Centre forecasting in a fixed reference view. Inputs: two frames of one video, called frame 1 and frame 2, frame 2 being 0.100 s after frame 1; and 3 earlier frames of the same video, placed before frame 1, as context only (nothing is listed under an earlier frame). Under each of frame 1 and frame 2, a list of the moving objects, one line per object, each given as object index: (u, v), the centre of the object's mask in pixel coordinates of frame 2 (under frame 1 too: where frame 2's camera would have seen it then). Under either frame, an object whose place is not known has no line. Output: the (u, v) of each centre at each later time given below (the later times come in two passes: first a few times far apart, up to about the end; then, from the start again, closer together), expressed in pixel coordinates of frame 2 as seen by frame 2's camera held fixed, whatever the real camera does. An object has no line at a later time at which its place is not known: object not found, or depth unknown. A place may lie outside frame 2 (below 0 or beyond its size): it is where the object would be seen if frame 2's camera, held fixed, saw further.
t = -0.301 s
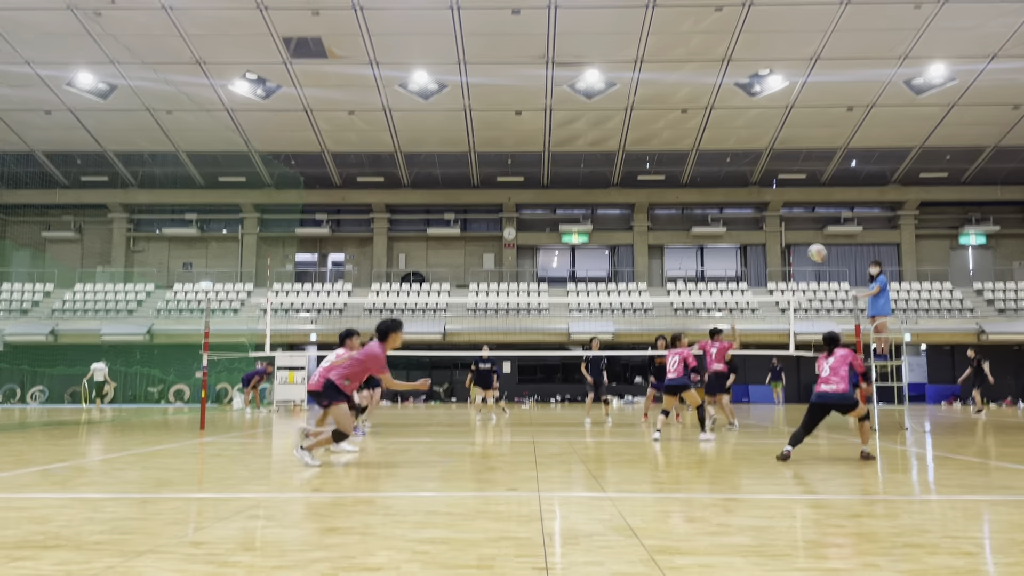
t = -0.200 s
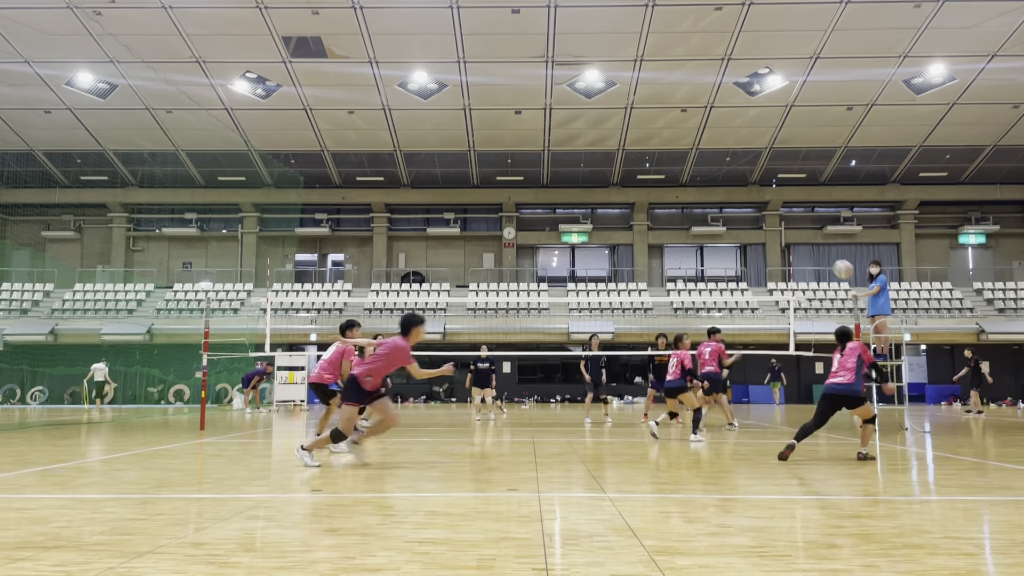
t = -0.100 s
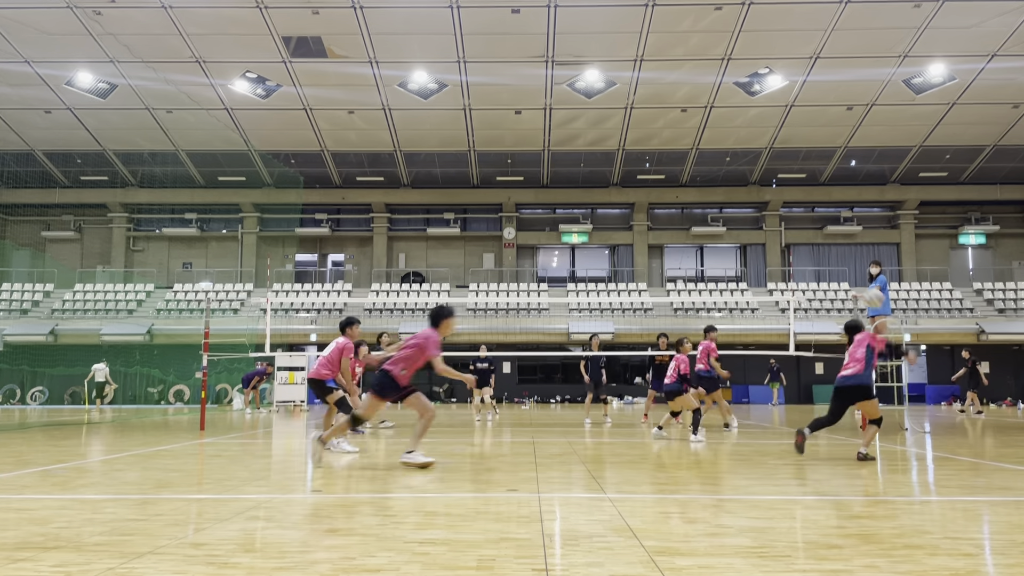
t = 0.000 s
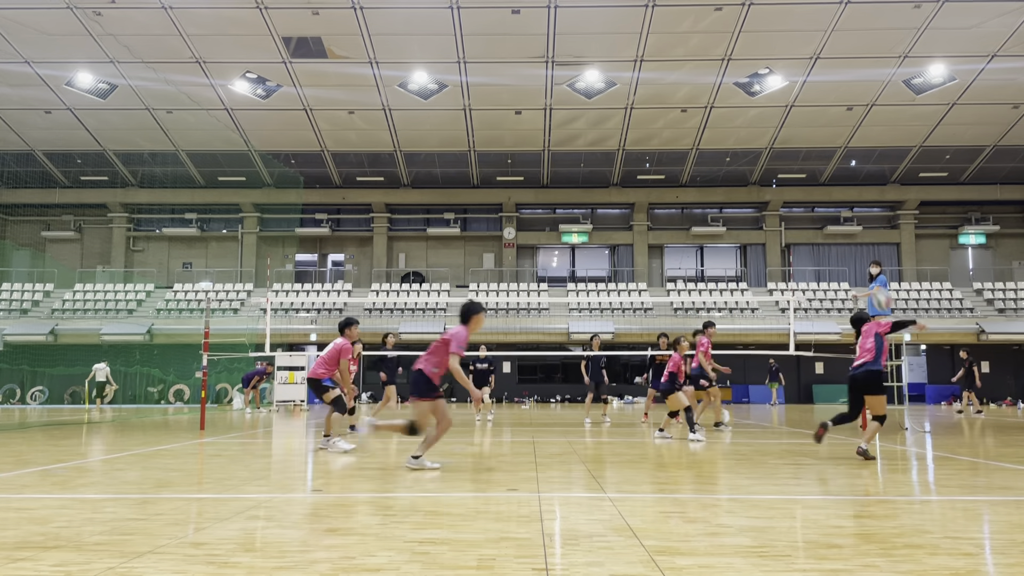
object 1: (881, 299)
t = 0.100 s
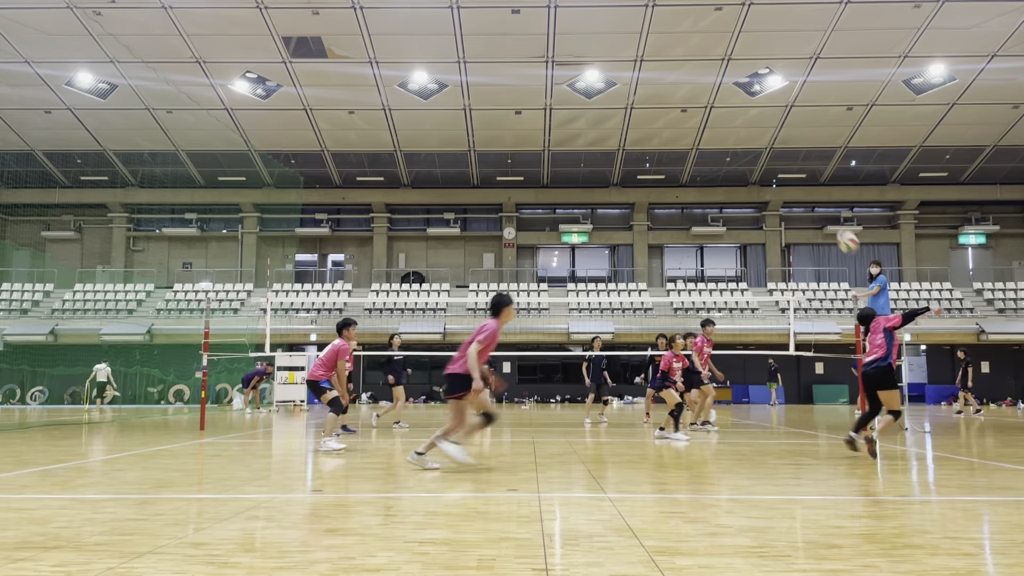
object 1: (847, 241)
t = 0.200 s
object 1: (815, 195)
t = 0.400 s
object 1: (758, 135)
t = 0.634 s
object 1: (702, 108)
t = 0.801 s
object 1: (667, 113)
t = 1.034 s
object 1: (622, 150)
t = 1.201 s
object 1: (593, 195)
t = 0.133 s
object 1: (836, 225)
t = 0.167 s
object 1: (825, 210)
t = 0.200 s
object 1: (815, 195)
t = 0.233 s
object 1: (805, 182)
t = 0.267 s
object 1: (795, 171)
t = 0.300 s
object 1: (786, 160)
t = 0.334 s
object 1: (777, 151)
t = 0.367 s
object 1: (768, 143)
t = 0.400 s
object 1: (758, 135)
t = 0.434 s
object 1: (750, 128)
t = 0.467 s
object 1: (741, 123)
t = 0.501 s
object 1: (733, 117)
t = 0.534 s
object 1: (726, 114)
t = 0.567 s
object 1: (717, 111)
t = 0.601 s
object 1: (710, 109)
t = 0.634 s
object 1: (702, 108)
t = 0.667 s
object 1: (695, 108)
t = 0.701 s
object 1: (688, 108)
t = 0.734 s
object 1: (681, 109)
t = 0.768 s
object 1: (674, 111)
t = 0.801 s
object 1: (667, 113)
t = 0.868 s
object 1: (653, 121)
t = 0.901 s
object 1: (647, 125)
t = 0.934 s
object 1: (641, 130)
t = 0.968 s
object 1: (634, 136)
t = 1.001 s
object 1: (628, 143)
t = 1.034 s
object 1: (622, 150)
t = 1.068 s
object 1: (616, 158)
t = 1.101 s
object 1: (610, 166)
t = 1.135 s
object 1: (605, 176)
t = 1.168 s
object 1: (599, 184)
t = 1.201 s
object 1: (593, 195)
